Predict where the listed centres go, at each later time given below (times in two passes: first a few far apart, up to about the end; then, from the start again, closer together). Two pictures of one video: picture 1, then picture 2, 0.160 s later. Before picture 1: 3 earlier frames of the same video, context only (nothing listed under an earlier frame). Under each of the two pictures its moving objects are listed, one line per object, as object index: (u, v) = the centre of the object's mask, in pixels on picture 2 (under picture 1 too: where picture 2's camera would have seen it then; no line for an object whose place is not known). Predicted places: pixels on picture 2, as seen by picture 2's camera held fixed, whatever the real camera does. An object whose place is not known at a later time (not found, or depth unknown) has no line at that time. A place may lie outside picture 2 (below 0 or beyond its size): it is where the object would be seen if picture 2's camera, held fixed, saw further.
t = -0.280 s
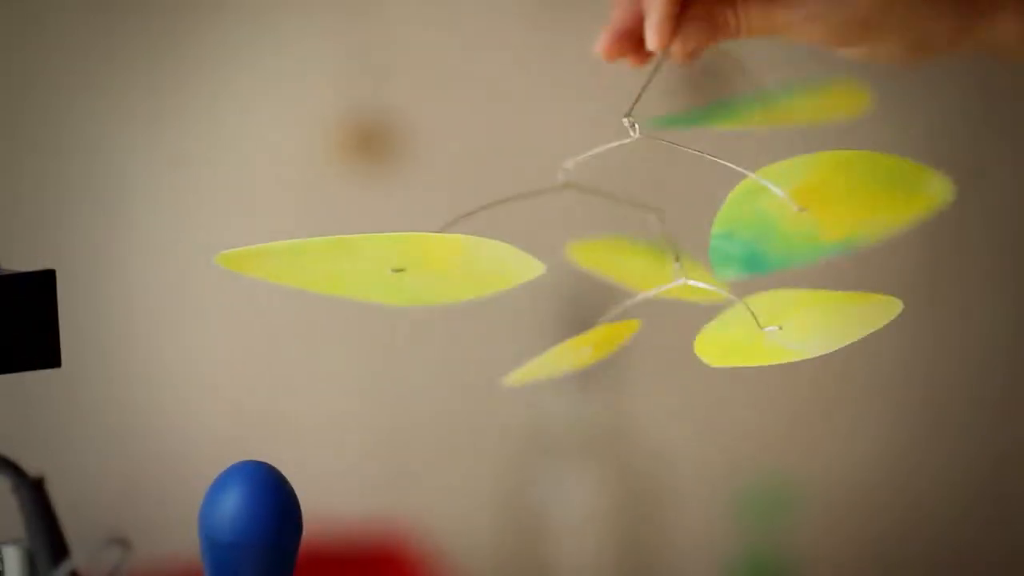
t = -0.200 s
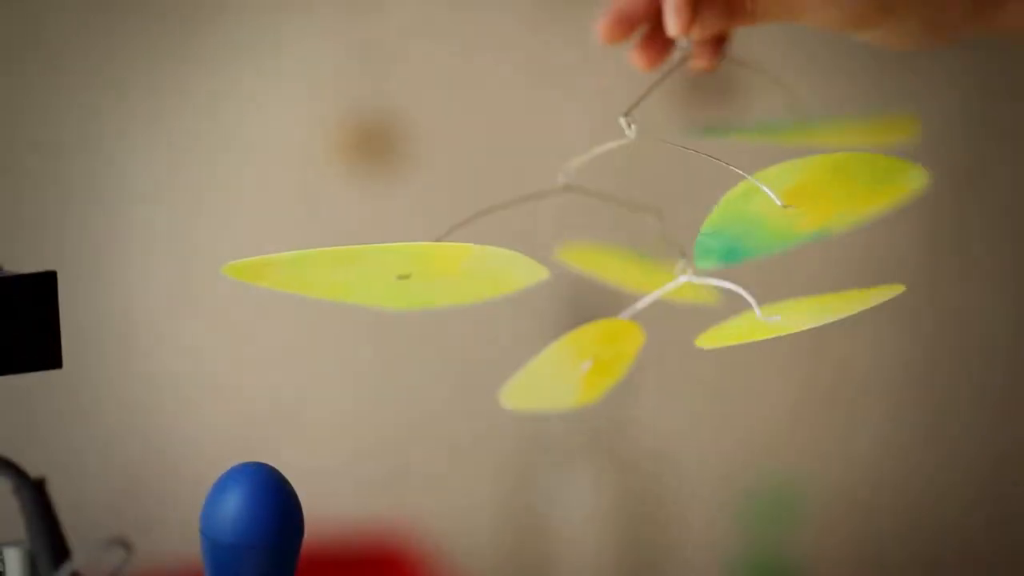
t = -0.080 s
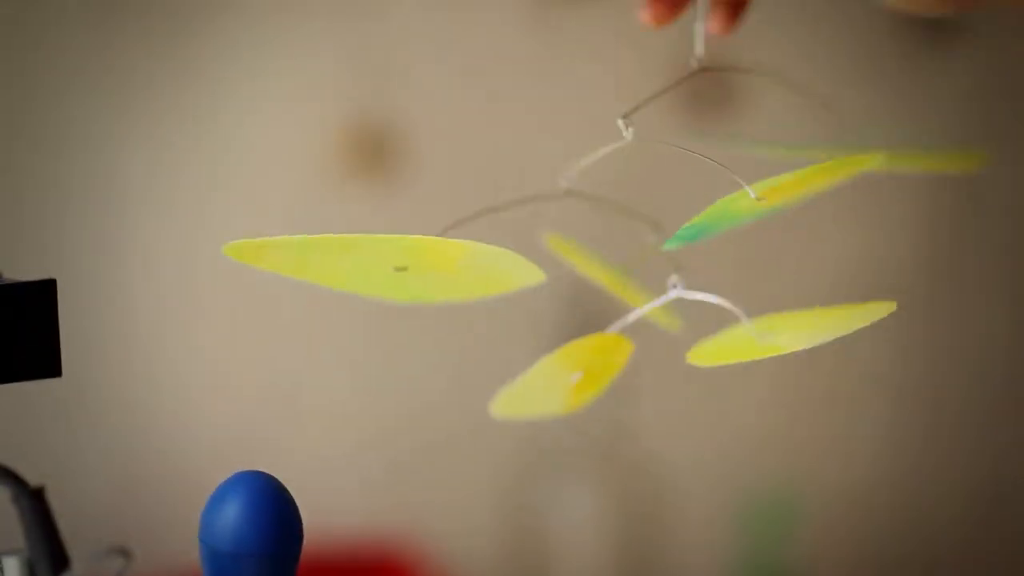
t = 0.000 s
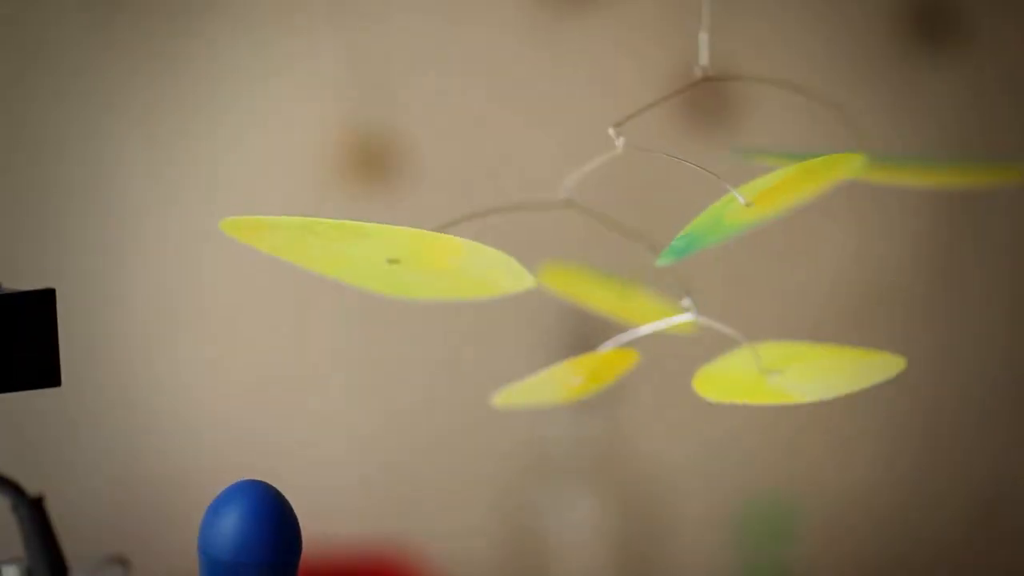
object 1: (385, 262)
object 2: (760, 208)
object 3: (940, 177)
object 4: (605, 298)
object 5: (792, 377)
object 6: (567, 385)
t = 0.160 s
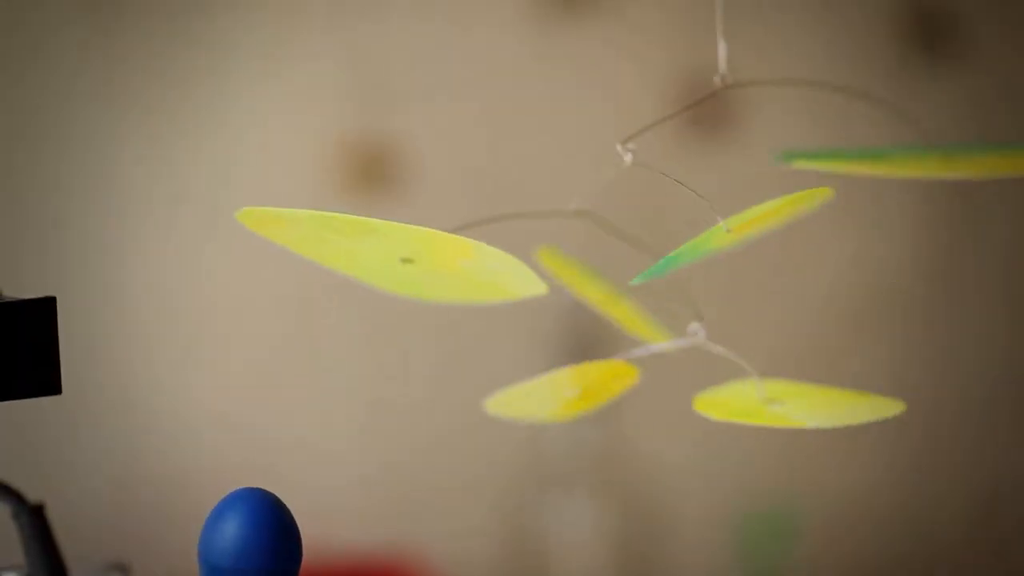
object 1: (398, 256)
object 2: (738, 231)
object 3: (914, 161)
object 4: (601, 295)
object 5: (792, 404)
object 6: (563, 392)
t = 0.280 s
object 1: (405, 269)
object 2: (734, 252)
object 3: (921, 154)
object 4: (618, 305)
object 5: (812, 391)
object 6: (583, 404)
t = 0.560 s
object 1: (438, 291)
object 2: (723, 243)
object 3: (929, 174)
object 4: (652, 306)
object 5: (843, 355)
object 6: (629, 388)
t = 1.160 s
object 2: (546, 238)
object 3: (876, 164)
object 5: (904, 341)
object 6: (734, 385)
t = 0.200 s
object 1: (401, 258)
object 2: (734, 237)
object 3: (918, 157)
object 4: (605, 296)
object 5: (799, 402)
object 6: (567, 394)
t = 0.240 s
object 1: (403, 262)
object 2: (733, 244)
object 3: (920, 154)
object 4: (611, 299)
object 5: (806, 398)
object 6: (575, 398)
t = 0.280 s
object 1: (405, 269)
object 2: (734, 252)
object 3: (921, 154)
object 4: (618, 305)
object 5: (812, 391)
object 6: (583, 404)
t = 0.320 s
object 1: (407, 276)
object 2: (735, 258)
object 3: (924, 155)
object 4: (621, 307)
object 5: (819, 379)
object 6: (591, 408)
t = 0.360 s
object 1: (410, 280)
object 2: (733, 259)
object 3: (926, 156)
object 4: (626, 307)
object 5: (823, 365)
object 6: (597, 409)
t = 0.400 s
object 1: (415, 285)
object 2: (730, 256)
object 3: (928, 156)
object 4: (634, 309)
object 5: (828, 353)
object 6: (605, 406)
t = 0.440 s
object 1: (422, 288)
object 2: (728, 253)
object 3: (930, 158)
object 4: (638, 306)
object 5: (832, 346)
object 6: (613, 403)
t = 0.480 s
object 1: (430, 290)
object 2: (725, 250)
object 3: (931, 163)
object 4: (642, 306)
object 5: (837, 346)
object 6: (620, 400)
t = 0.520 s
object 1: (435, 292)
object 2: (725, 247)
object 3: (929, 167)
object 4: (648, 307)
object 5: (841, 349)
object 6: (625, 395)
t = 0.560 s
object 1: (438, 291)
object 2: (723, 243)
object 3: (929, 174)
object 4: (652, 306)
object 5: (843, 355)
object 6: (629, 388)
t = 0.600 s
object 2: (721, 237)
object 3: (929, 179)
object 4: (657, 304)
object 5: (844, 359)
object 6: (633, 381)
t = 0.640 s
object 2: (710, 229)
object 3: (930, 179)
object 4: (658, 299)
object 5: (845, 360)
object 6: (638, 377)
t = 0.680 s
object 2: (705, 221)
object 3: (930, 179)
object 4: (657, 293)
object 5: (848, 363)
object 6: (645, 377)
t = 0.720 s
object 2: (699, 219)
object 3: (930, 184)
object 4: (673, 300)
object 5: (851, 370)
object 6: (651, 383)
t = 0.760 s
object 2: (691, 218)
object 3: (930, 182)
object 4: (680, 299)
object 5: (859, 375)
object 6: (662, 390)
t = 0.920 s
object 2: (632, 226)
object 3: (913, 181)
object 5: (874, 359)
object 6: (697, 403)
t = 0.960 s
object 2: (617, 228)
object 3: (908, 176)
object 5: (877, 352)
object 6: (706, 401)
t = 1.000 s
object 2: (603, 232)
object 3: (904, 172)
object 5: (883, 348)
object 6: (713, 400)
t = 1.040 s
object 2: (588, 235)
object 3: (892, 170)
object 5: (889, 345)
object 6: (722, 396)
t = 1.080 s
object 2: (574, 238)
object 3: (887, 168)
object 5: (896, 343)
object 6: (730, 393)
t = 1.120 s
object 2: (560, 238)
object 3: (881, 166)
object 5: (901, 342)
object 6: (731, 390)
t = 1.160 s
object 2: (546, 238)
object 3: (876, 164)
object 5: (904, 341)
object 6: (734, 385)
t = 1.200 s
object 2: (534, 239)
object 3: (873, 164)
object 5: (906, 342)
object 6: (736, 381)
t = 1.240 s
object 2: (523, 239)
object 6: (738, 380)
